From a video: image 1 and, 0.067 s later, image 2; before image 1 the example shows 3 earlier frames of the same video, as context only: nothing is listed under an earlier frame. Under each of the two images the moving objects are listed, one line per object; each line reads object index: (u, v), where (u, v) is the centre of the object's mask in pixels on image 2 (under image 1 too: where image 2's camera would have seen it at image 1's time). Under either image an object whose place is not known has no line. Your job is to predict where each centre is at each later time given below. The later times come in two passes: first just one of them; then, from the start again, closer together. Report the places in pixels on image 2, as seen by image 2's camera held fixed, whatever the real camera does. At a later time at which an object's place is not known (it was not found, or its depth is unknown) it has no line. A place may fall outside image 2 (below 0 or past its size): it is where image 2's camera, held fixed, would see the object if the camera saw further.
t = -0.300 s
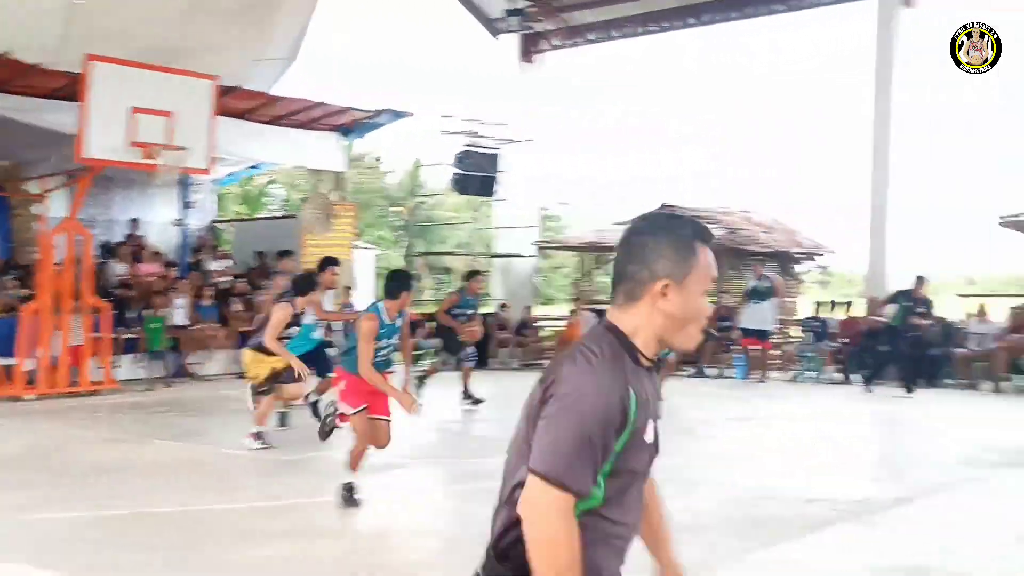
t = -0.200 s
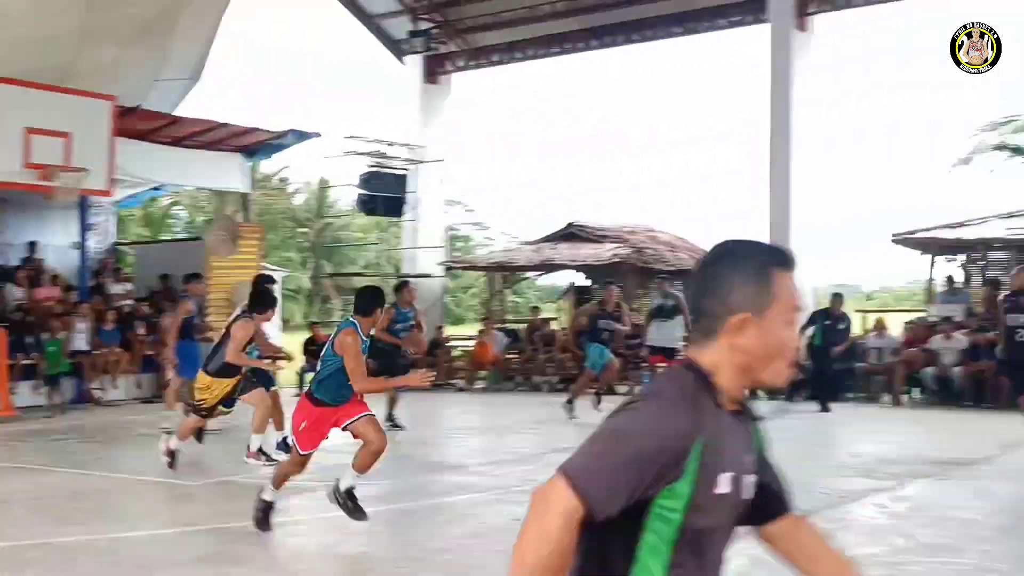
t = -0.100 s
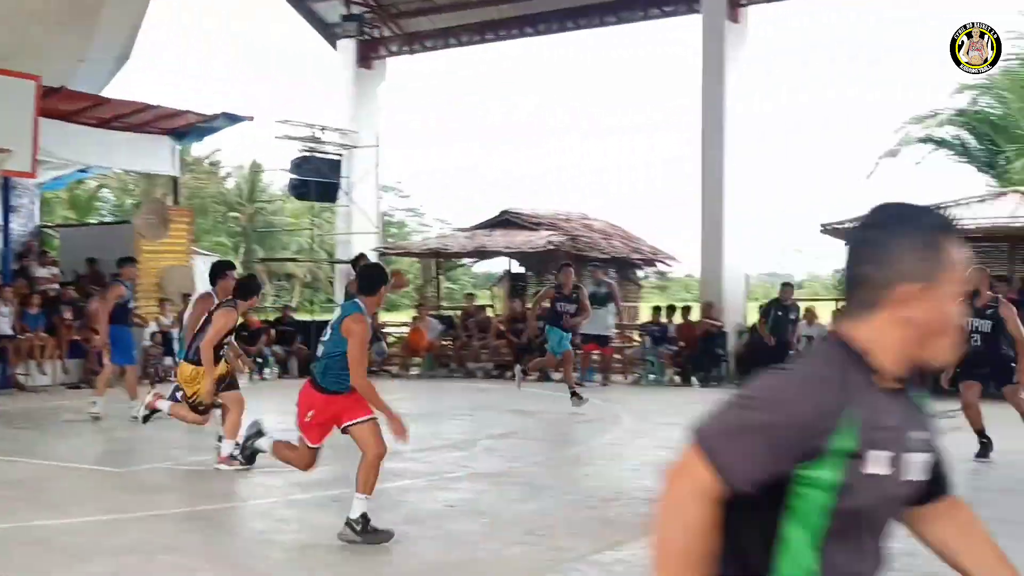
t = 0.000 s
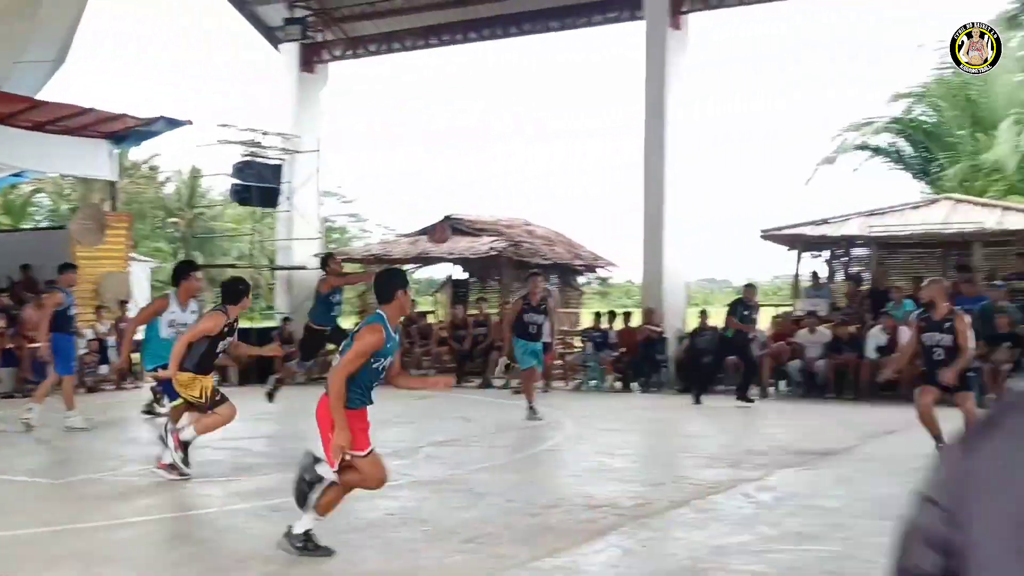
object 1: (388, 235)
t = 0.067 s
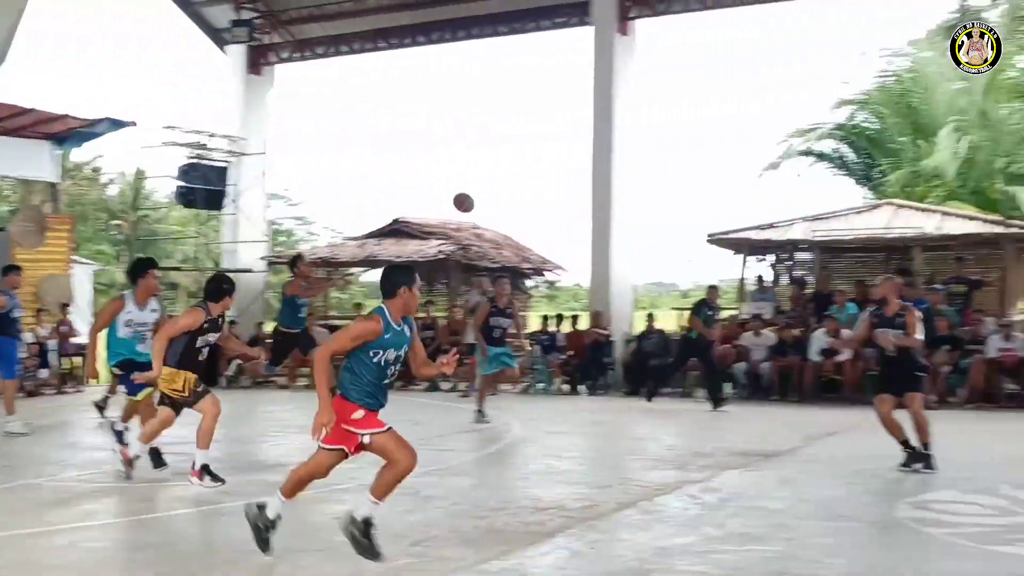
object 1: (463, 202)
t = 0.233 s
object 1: (674, 131)
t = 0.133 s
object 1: (545, 171)
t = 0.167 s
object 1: (587, 157)
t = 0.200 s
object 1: (630, 143)
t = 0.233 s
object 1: (674, 131)
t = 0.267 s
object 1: (719, 118)
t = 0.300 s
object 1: (766, 105)
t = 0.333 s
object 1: (815, 93)
